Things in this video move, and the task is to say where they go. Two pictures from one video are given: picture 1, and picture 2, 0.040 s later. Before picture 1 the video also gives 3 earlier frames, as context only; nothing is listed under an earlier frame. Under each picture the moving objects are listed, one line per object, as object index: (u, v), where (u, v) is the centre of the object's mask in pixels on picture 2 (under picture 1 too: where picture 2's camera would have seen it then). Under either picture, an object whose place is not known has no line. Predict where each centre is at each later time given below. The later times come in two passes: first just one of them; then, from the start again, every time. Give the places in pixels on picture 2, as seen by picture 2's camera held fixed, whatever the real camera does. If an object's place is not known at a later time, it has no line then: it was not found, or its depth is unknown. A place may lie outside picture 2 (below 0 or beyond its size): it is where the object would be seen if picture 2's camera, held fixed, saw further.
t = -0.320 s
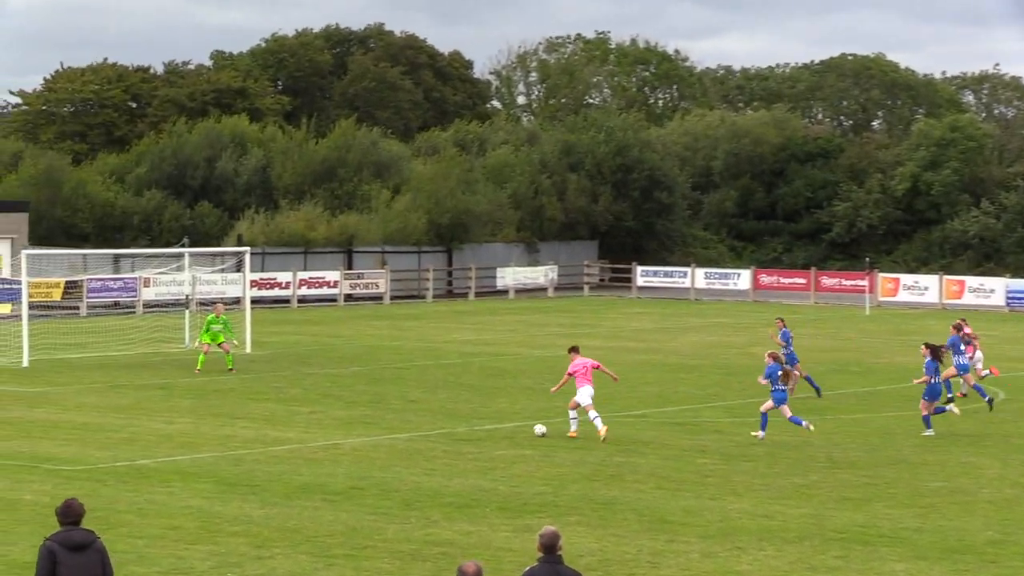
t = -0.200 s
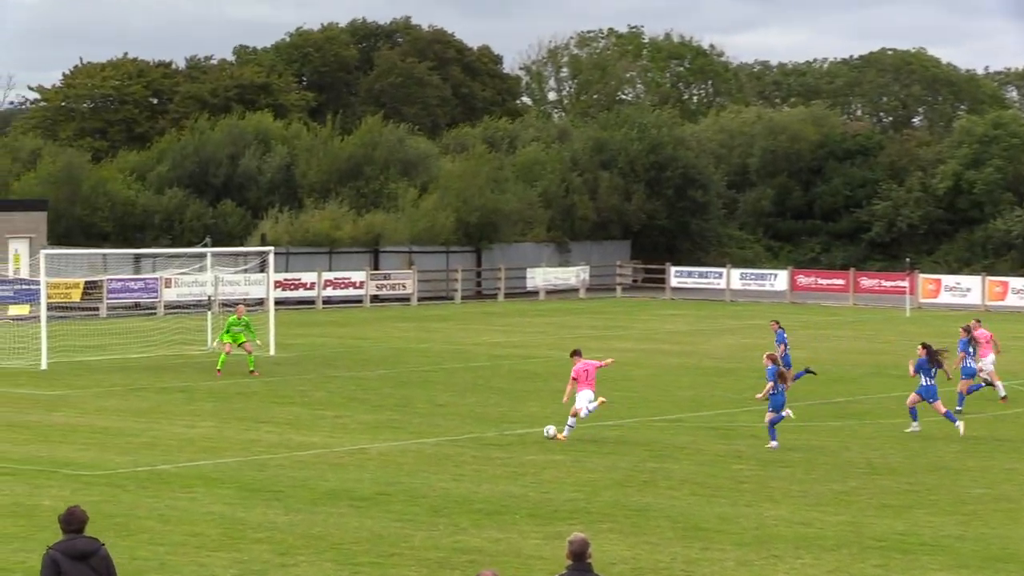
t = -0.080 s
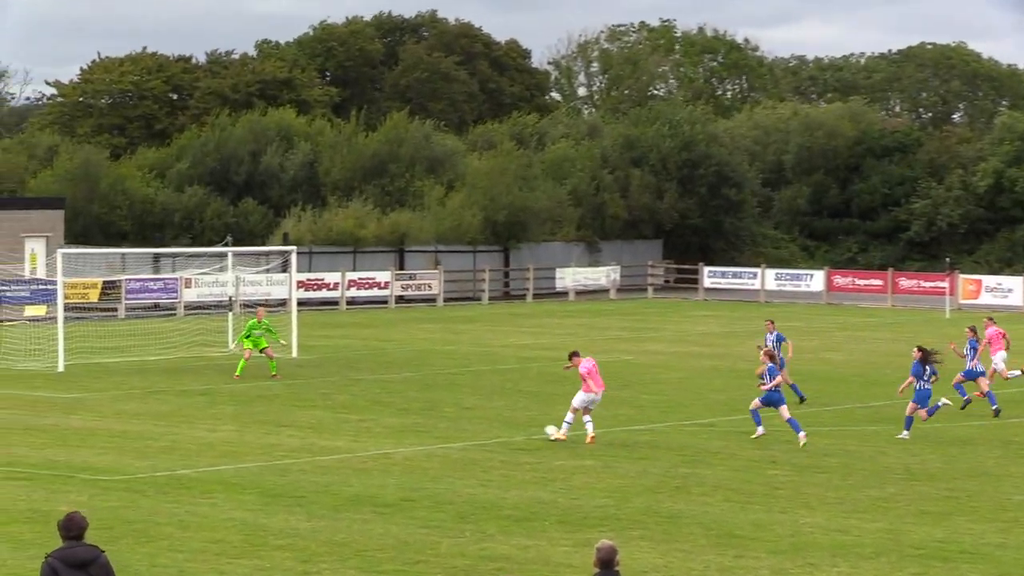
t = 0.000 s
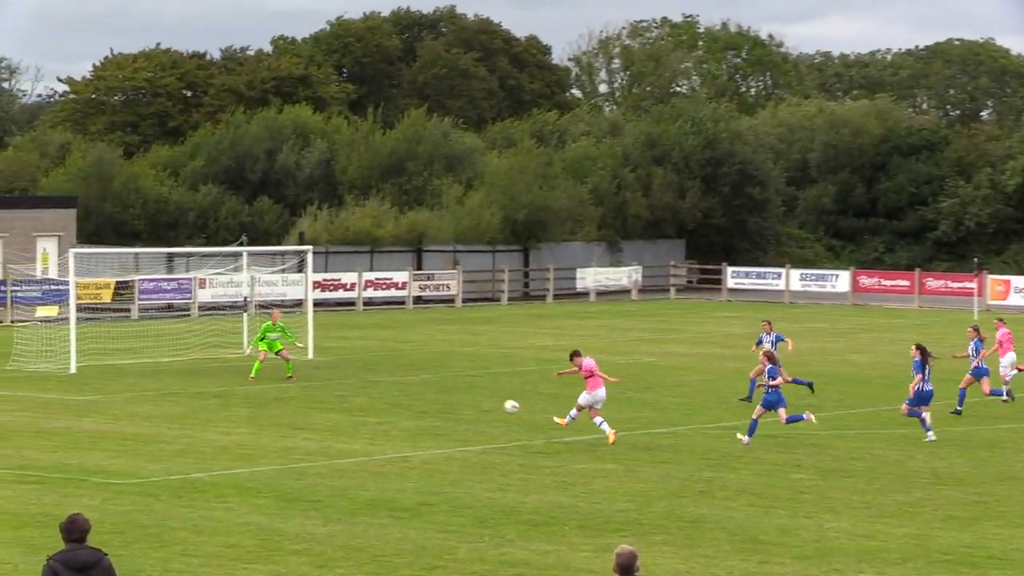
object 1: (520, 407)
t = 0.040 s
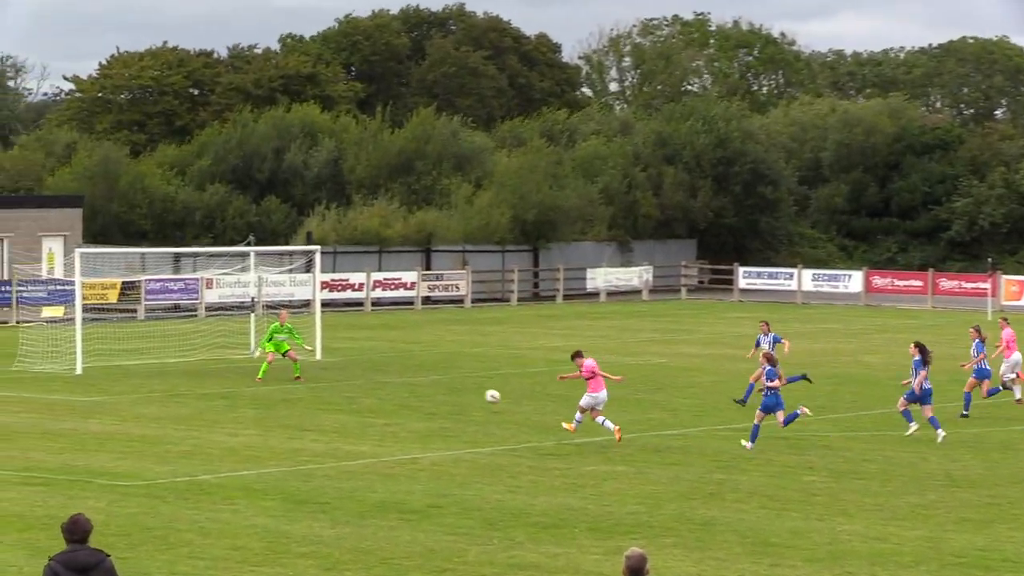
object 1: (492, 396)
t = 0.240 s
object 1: (375, 361)
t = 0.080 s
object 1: (465, 385)
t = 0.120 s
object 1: (441, 378)
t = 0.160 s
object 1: (417, 371)
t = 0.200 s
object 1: (396, 365)
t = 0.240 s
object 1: (375, 361)
